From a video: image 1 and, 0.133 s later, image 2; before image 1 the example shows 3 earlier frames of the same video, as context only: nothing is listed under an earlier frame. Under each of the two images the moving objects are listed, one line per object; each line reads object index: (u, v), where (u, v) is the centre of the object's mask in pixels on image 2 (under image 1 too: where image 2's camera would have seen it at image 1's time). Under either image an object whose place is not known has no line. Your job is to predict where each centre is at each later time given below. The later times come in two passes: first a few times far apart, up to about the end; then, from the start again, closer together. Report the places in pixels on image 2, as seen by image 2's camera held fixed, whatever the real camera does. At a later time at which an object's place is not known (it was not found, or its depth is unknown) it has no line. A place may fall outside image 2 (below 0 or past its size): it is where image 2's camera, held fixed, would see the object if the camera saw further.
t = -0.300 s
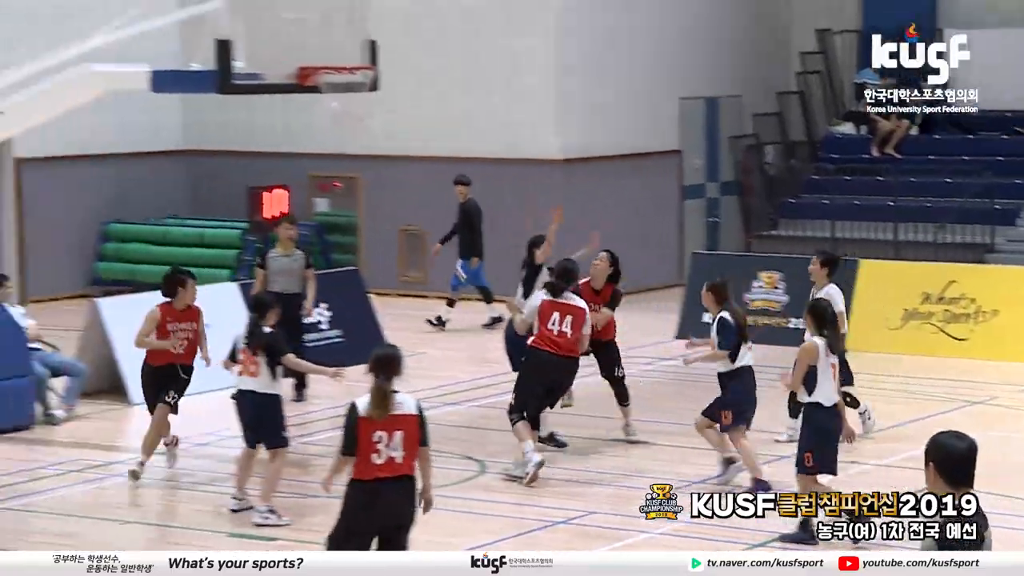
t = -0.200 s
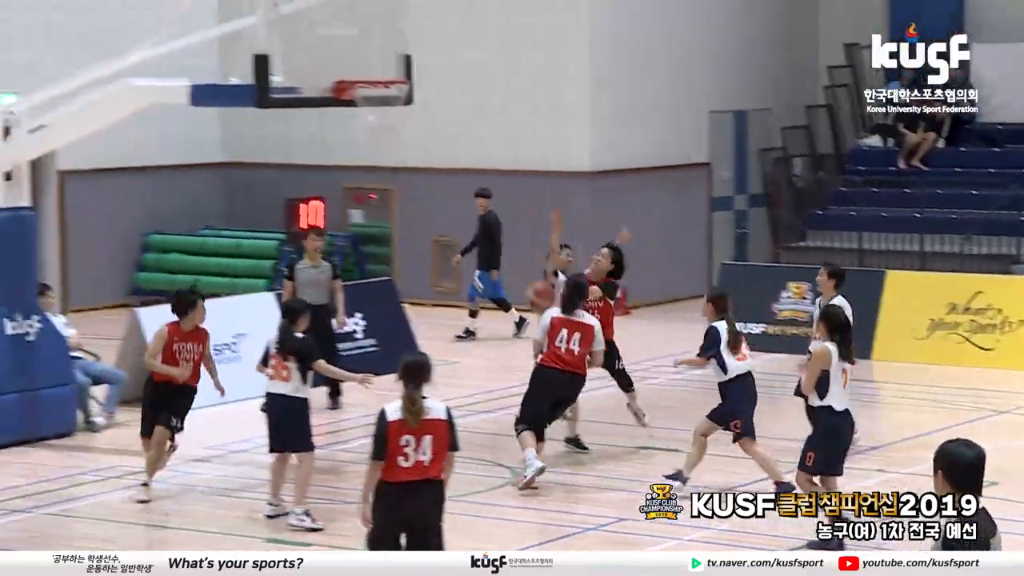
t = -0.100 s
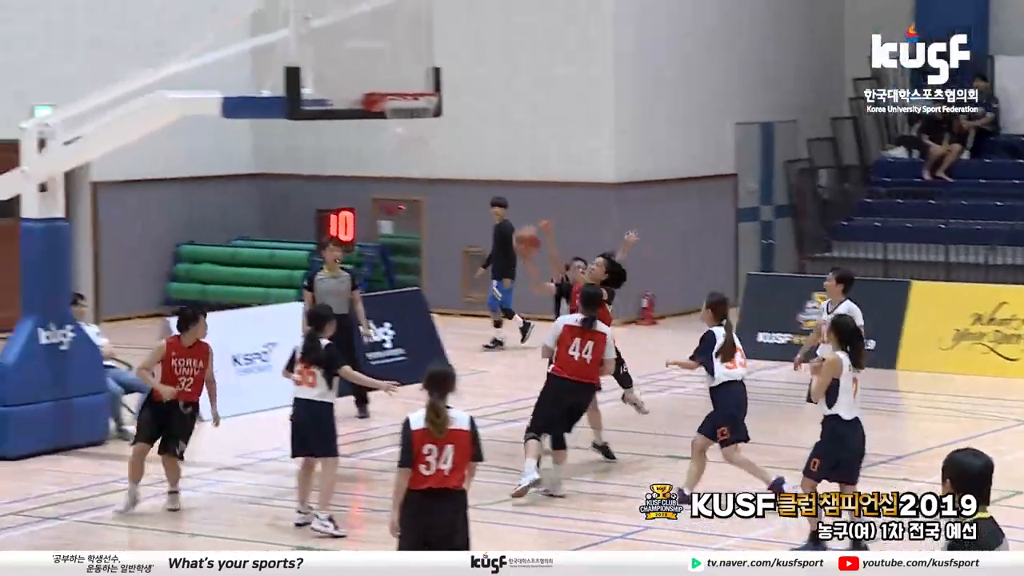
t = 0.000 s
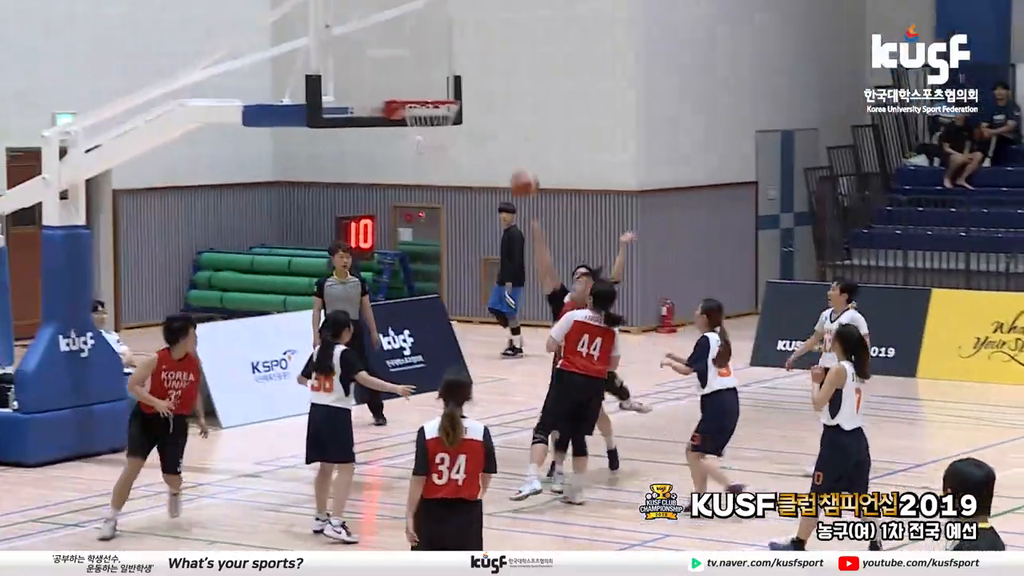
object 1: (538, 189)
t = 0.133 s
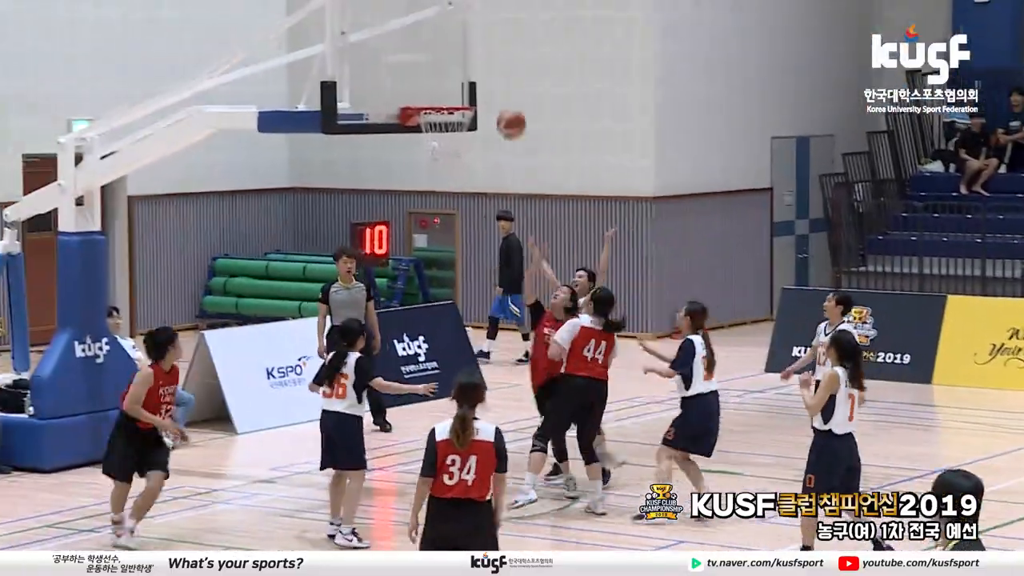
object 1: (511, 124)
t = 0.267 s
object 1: (484, 79)
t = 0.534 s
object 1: (430, 53)
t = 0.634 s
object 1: (419, 62)
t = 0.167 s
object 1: (504, 111)
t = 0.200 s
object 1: (497, 99)
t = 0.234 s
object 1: (491, 88)
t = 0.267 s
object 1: (484, 79)
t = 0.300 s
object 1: (478, 71)
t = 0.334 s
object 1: (470, 65)
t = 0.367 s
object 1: (464, 59)
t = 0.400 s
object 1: (457, 56)
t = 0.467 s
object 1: (443, 52)
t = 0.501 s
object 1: (436, 52)
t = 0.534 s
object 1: (430, 53)
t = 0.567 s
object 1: (423, 56)
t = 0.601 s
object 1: (419, 59)
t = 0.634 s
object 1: (419, 62)
